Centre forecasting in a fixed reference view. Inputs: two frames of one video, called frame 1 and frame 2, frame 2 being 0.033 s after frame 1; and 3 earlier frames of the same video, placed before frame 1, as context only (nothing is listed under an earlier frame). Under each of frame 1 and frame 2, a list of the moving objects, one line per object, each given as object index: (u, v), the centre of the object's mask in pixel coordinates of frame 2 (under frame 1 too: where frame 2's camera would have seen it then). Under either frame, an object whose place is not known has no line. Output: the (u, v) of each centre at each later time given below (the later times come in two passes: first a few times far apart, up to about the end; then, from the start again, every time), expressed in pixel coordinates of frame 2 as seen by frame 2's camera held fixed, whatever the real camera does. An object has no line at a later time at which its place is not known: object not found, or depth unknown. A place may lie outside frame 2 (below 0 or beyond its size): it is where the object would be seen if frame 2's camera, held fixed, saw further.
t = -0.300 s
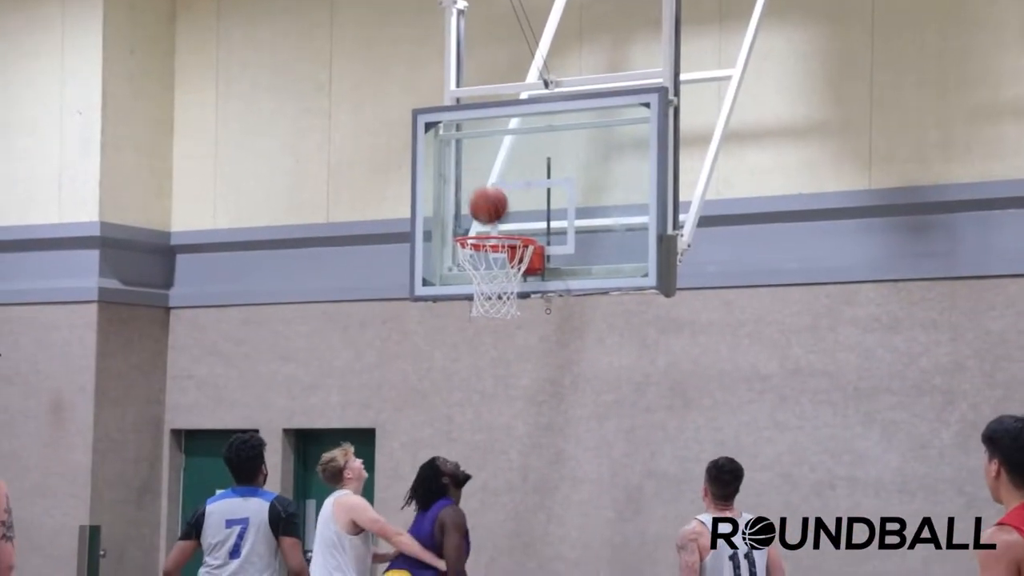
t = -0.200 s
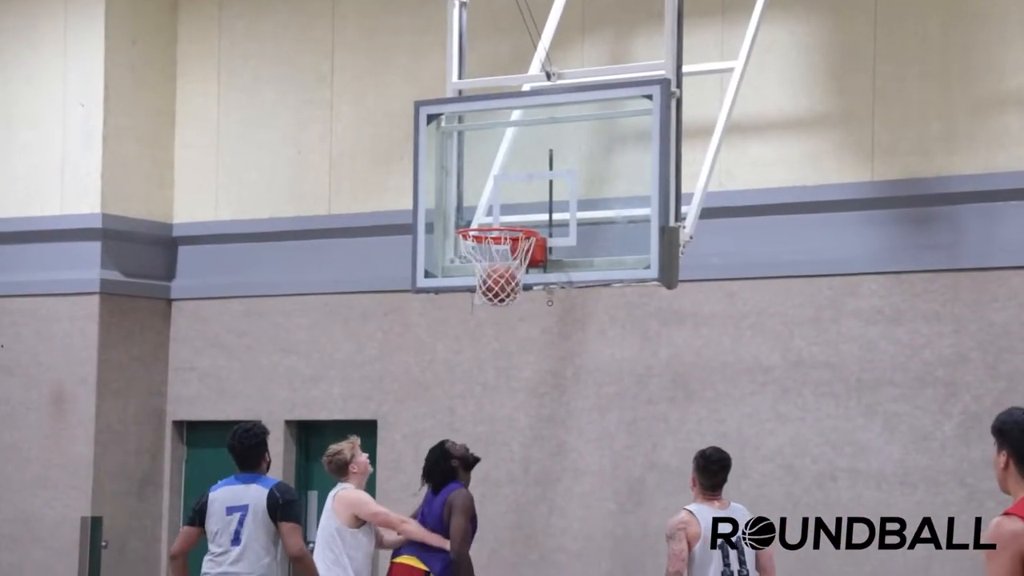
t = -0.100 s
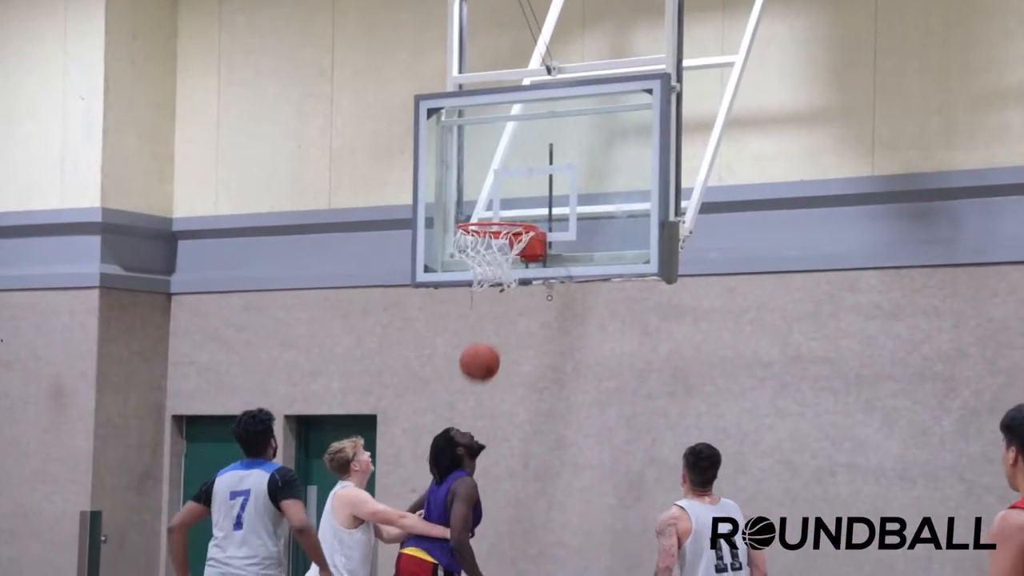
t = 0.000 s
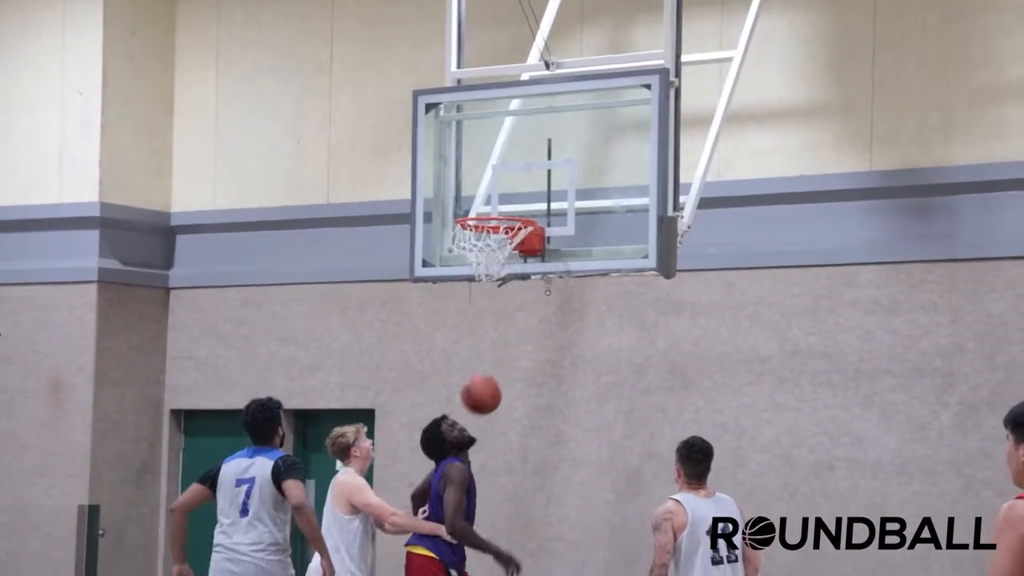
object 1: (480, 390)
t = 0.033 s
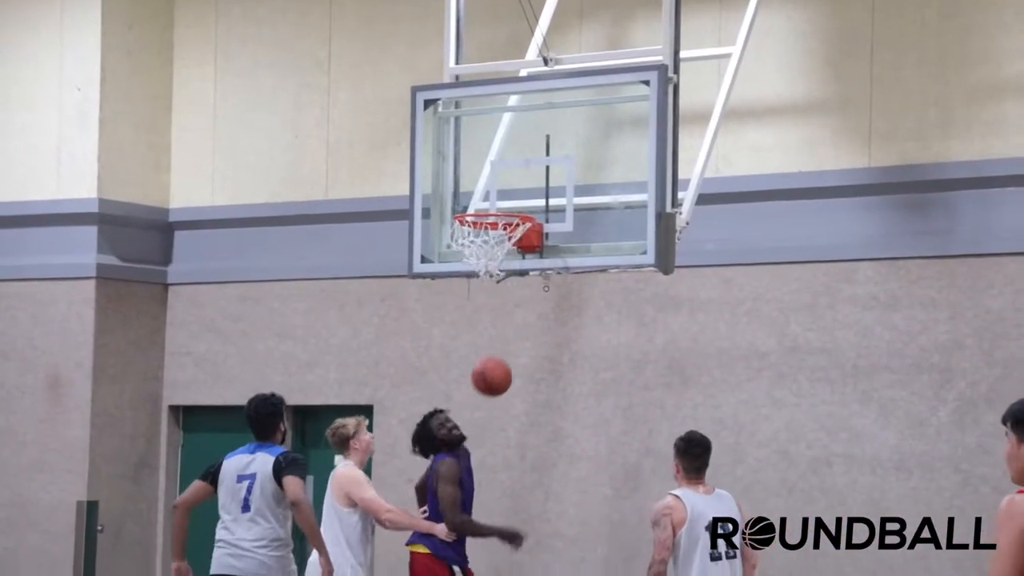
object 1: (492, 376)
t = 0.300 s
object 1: (588, 331)
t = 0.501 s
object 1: (655, 373)
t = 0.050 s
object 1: (498, 370)
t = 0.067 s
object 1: (504, 364)
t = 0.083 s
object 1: (511, 359)
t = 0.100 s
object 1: (517, 354)
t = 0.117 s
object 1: (523, 349)
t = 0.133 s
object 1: (529, 345)
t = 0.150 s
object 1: (535, 342)
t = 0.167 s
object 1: (541, 338)
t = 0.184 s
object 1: (547, 336)
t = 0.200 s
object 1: (553, 334)
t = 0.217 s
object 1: (559, 332)
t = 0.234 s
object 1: (565, 331)
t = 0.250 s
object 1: (570, 330)
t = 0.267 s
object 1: (576, 329)
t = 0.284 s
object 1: (582, 330)
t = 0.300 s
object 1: (588, 331)
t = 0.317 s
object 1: (593, 332)
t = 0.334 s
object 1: (599, 333)
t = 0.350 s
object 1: (605, 335)
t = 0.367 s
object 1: (610, 338)
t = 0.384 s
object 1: (616, 341)
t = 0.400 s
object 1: (622, 344)
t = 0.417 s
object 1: (627, 347)
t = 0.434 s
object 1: (633, 351)
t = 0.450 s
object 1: (638, 356)
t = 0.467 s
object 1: (644, 360)
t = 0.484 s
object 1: (650, 366)
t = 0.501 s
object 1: (655, 373)
